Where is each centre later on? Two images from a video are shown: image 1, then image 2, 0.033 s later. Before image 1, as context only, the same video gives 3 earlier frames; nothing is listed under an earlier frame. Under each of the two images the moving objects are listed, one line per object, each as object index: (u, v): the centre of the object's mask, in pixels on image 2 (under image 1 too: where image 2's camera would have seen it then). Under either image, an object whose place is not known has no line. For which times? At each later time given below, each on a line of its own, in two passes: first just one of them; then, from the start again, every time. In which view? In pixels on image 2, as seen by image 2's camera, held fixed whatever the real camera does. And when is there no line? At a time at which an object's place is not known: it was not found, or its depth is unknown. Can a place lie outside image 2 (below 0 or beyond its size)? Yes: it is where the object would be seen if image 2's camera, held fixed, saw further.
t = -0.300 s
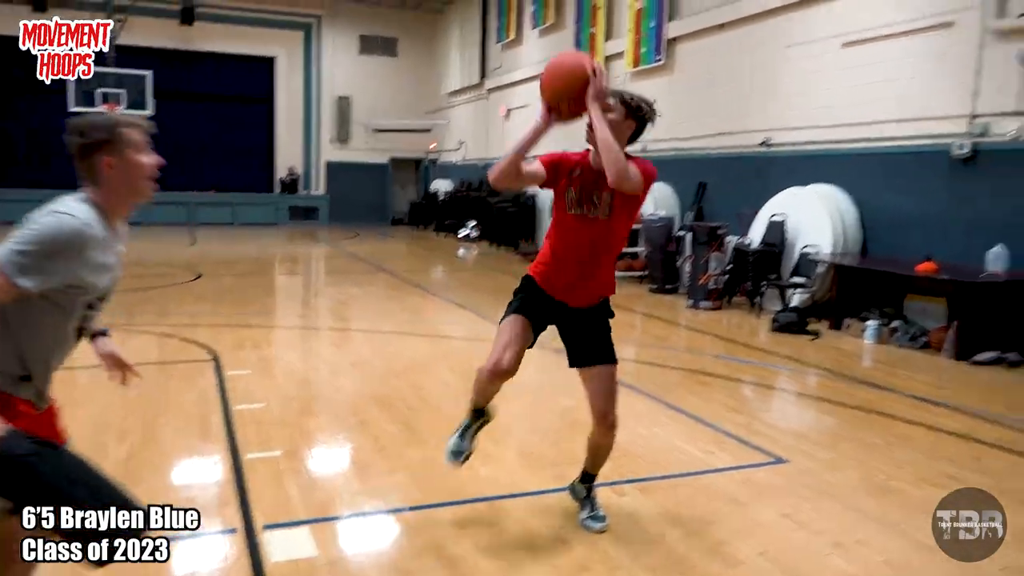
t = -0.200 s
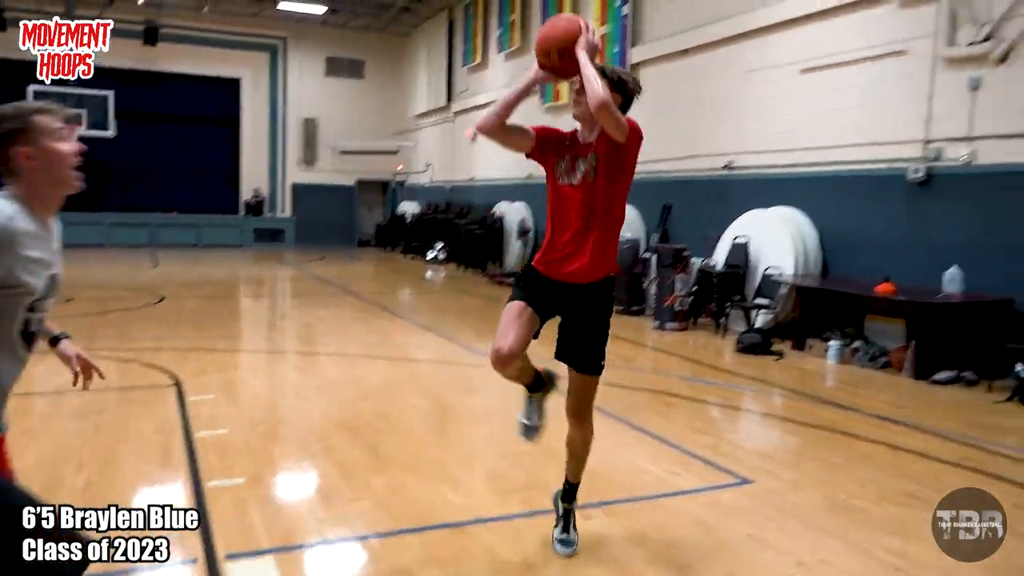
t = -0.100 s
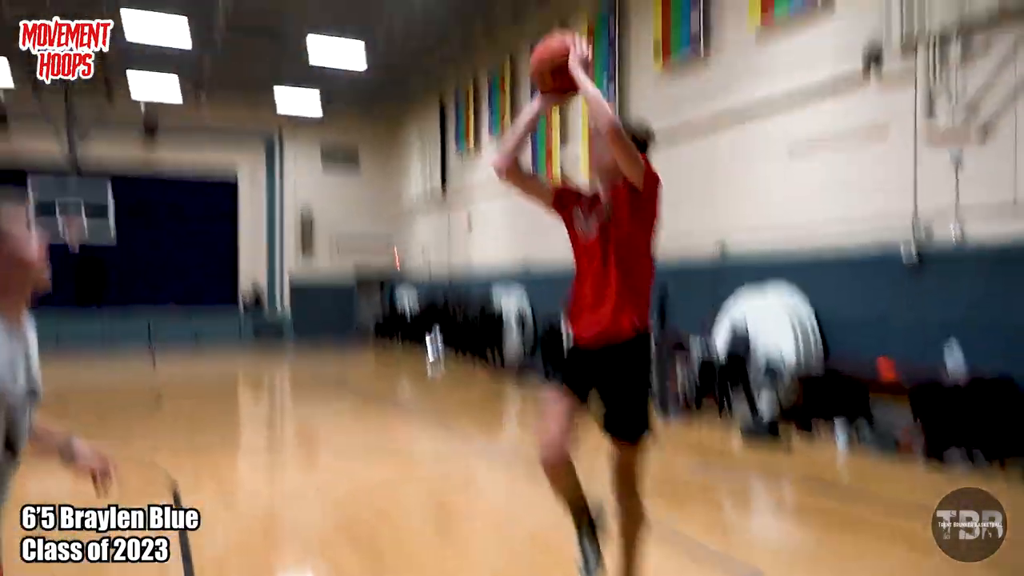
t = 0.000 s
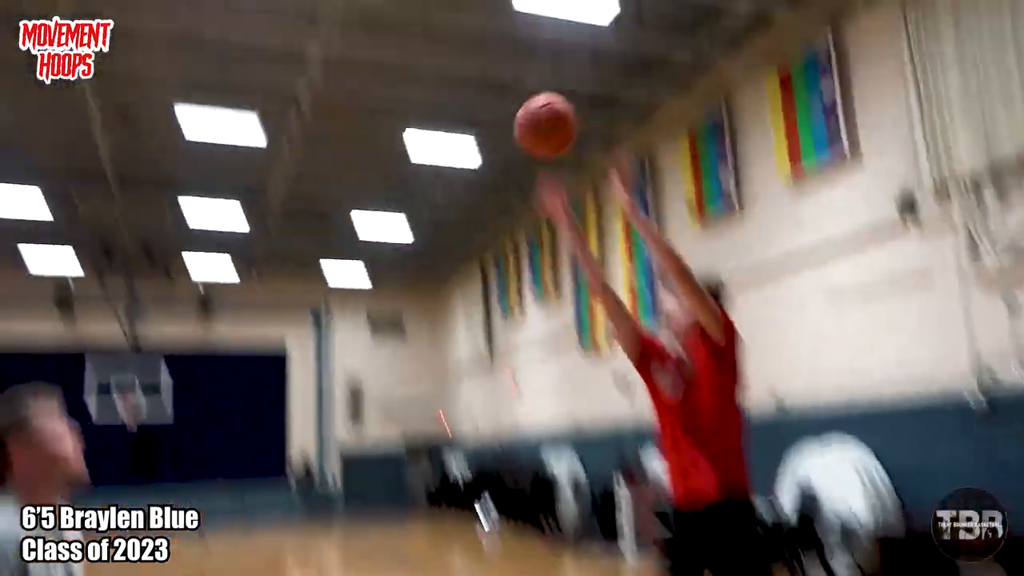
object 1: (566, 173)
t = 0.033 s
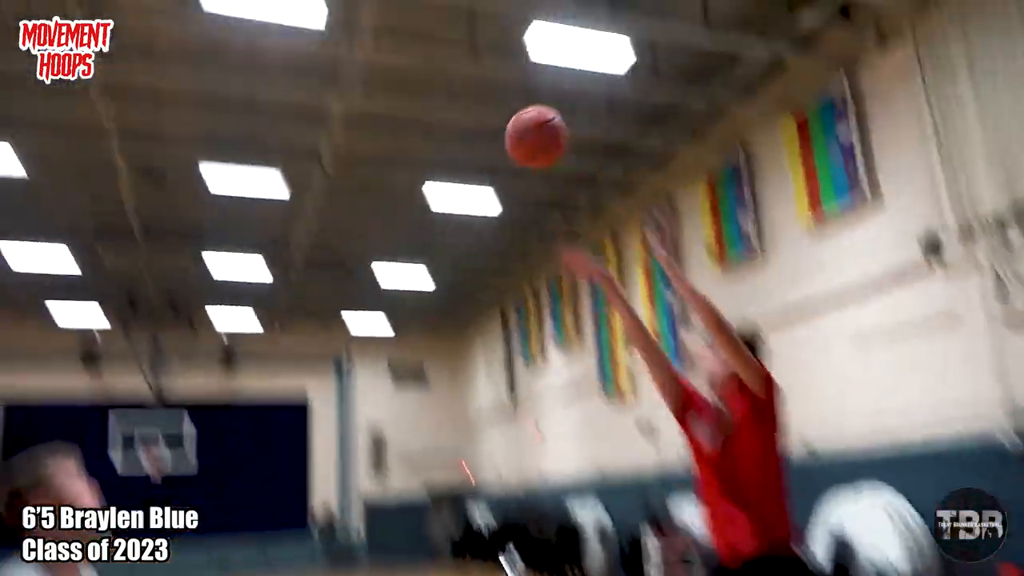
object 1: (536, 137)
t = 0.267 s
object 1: (334, -63)
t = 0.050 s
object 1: (522, 119)
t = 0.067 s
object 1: (507, 102)
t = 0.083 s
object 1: (493, 85)
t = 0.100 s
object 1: (479, 69)
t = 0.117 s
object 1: (465, 54)
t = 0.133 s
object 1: (450, 39)
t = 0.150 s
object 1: (436, 24)
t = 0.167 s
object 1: (422, 10)
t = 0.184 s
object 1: (408, -3)
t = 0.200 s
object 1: (393, -17)
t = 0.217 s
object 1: (379, -29)
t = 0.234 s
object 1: (364, -41)
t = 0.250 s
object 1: (349, -52)
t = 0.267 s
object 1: (334, -63)
